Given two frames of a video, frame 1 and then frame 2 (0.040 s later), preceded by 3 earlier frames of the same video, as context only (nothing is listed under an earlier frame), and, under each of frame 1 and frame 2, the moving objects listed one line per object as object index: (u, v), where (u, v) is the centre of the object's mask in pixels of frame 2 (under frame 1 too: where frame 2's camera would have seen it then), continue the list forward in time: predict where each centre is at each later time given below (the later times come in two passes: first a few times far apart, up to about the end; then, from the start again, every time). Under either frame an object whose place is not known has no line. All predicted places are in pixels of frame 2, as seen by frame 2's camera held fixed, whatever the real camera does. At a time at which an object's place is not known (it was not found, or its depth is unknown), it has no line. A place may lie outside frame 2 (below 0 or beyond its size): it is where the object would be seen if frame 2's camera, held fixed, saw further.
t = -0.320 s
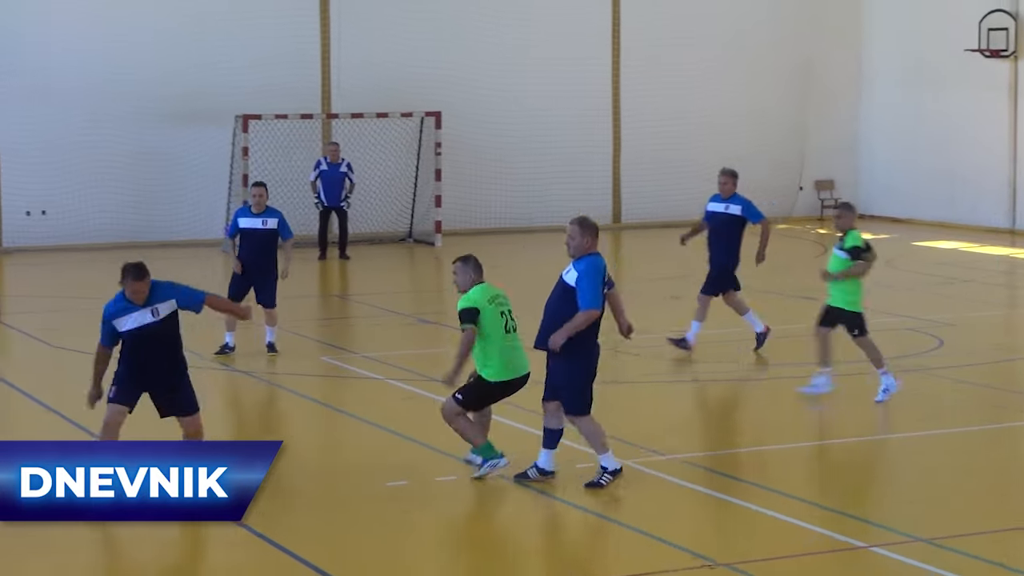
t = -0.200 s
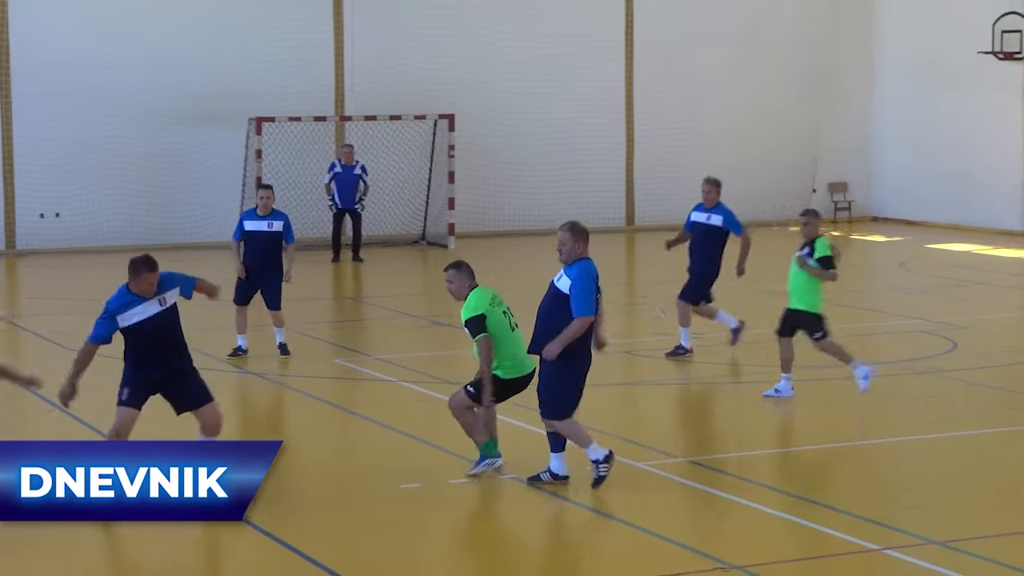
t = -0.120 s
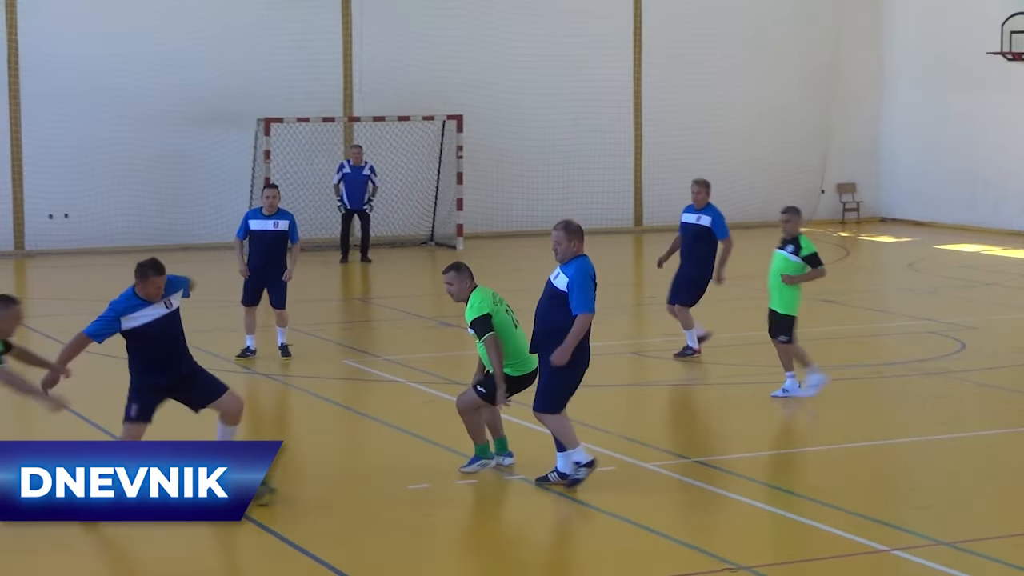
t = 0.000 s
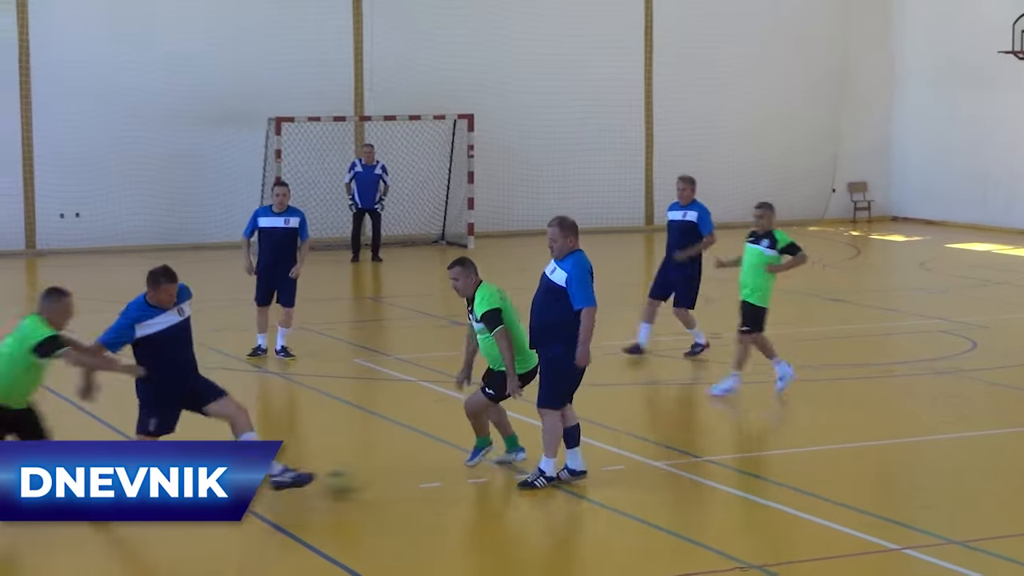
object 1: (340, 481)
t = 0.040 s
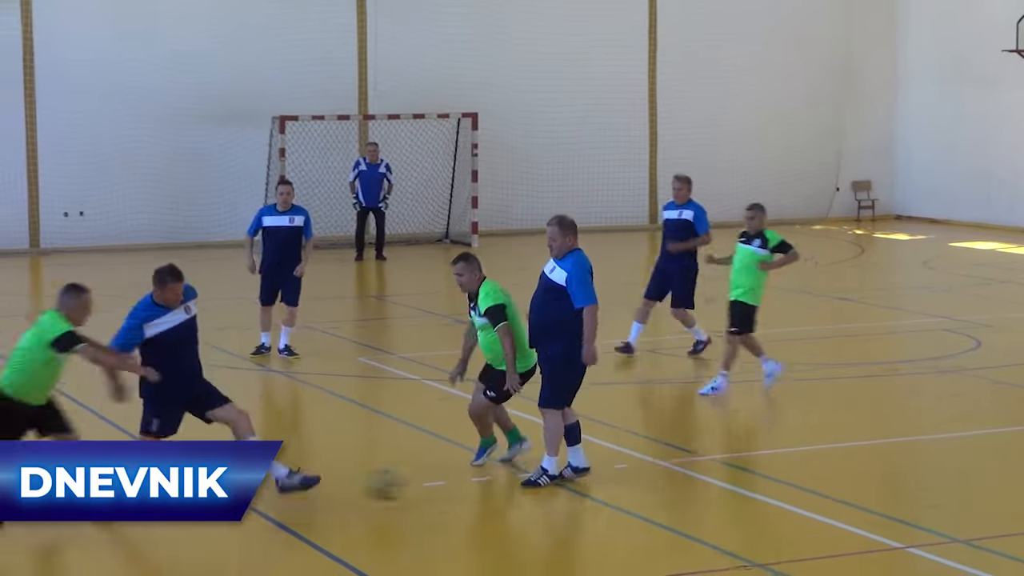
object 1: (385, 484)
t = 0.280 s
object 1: (635, 520)
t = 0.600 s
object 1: (896, 551)
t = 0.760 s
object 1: (1019, 563)
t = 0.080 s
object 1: (426, 487)
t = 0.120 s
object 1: (470, 493)
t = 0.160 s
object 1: (514, 504)
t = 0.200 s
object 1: (558, 511)
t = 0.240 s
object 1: (600, 519)
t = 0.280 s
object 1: (635, 520)
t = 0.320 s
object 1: (671, 522)
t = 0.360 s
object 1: (711, 530)
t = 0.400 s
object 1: (744, 535)
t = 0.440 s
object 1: (776, 536)
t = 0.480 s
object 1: (809, 541)
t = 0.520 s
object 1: (840, 545)
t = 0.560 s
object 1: (869, 545)
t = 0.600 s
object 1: (896, 551)
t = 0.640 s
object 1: (927, 553)
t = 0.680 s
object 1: (959, 558)
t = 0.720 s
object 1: (988, 559)
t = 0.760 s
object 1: (1019, 563)
